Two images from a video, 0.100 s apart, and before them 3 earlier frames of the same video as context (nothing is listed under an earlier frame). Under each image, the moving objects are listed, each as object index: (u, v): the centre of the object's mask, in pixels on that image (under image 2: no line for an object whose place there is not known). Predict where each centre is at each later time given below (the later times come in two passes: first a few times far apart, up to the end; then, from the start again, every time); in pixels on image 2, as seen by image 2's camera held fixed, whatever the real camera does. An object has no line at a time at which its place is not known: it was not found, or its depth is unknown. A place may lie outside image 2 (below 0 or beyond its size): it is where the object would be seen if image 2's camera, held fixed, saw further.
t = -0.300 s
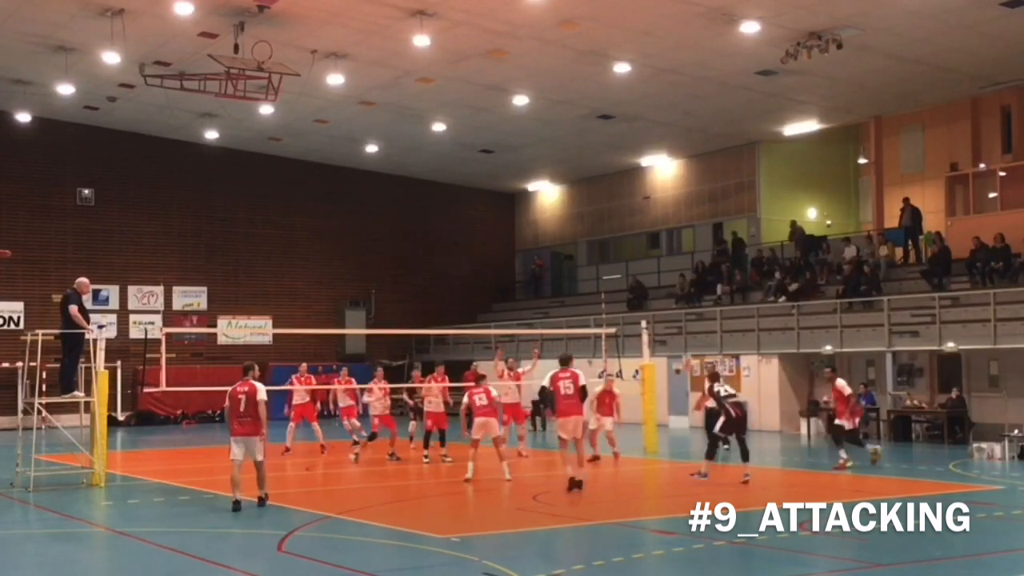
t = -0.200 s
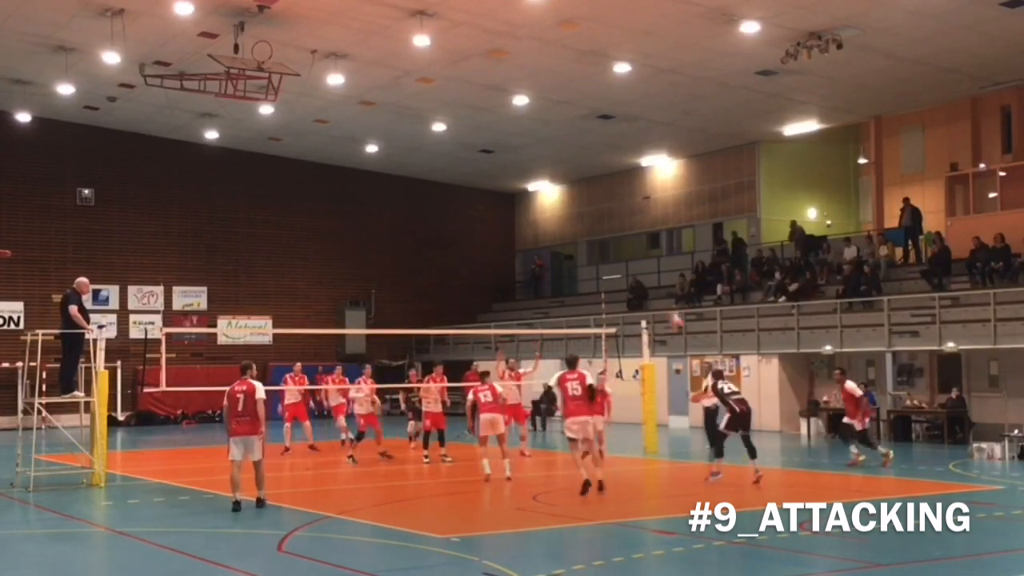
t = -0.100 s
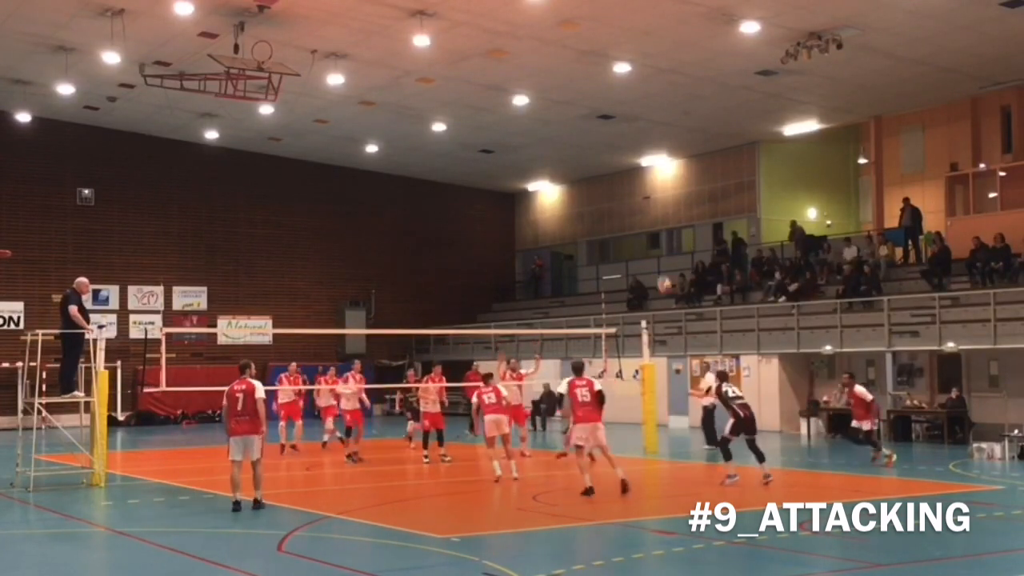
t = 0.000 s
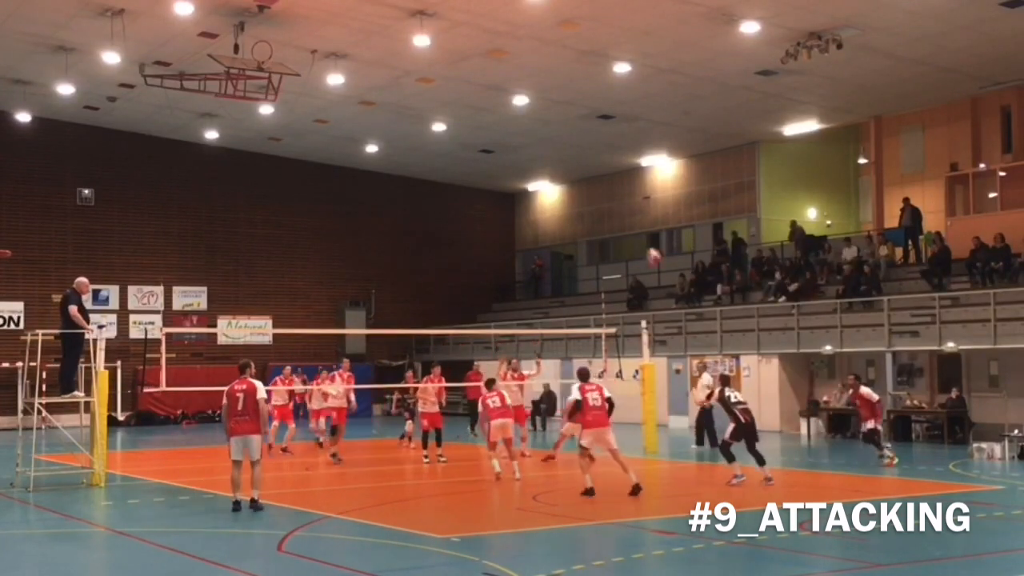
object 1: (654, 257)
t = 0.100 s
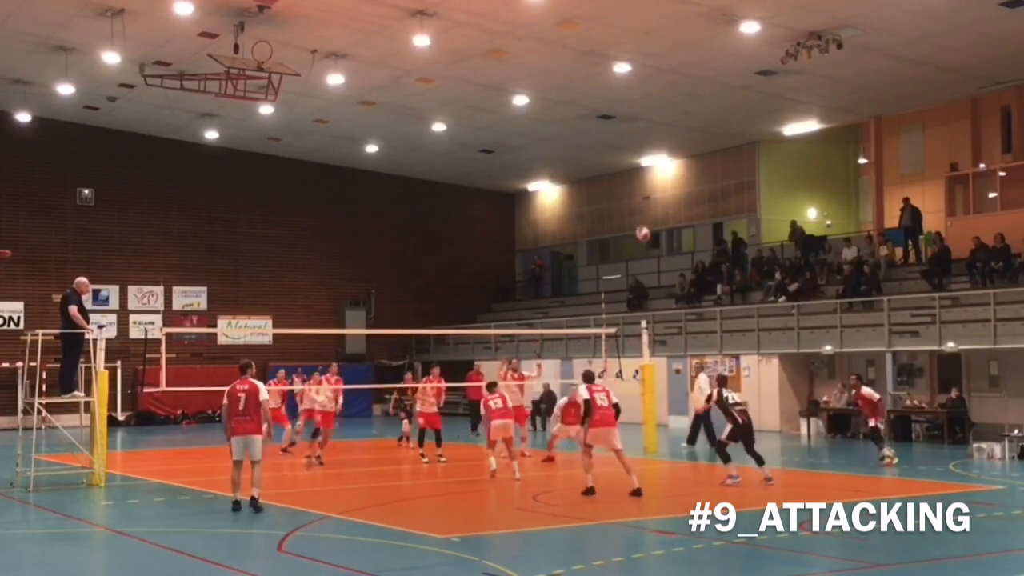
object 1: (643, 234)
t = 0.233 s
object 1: (630, 214)
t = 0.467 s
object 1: (608, 205)
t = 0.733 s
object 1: (585, 235)
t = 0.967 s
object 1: (566, 295)
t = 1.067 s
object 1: (558, 326)
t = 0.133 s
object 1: (639, 227)
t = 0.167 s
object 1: (636, 221)
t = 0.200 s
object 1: (633, 218)
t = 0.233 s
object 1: (630, 214)
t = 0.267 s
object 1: (626, 210)
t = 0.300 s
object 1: (623, 208)
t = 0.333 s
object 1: (620, 206)
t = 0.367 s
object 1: (617, 205)
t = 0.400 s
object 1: (614, 204)
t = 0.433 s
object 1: (611, 204)
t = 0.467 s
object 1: (608, 205)
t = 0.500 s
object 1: (605, 206)
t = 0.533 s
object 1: (602, 208)
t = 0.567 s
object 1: (599, 212)
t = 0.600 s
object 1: (597, 215)
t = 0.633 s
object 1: (593, 219)
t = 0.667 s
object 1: (591, 224)
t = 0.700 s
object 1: (588, 229)
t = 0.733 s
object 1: (585, 235)
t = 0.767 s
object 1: (582, 242)
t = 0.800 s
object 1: (580, 249)
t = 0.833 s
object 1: (577, 257)
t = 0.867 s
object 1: (575, 265)
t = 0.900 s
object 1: (572, 274)
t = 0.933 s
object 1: (569, 284)
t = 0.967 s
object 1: (566, 295)
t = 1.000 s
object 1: (563, 305)
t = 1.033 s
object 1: (561, 315)
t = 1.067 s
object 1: (558, 326)
